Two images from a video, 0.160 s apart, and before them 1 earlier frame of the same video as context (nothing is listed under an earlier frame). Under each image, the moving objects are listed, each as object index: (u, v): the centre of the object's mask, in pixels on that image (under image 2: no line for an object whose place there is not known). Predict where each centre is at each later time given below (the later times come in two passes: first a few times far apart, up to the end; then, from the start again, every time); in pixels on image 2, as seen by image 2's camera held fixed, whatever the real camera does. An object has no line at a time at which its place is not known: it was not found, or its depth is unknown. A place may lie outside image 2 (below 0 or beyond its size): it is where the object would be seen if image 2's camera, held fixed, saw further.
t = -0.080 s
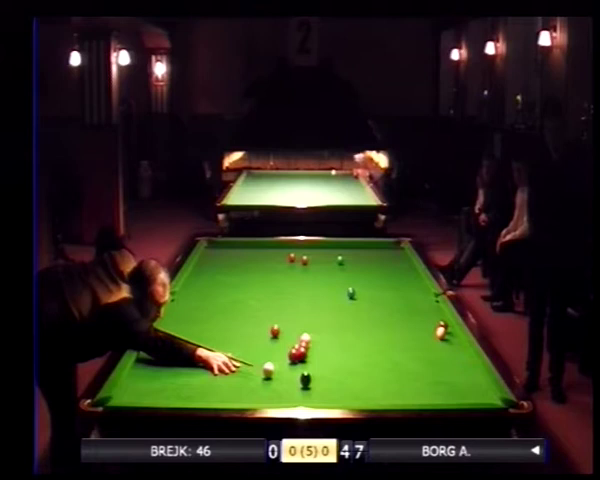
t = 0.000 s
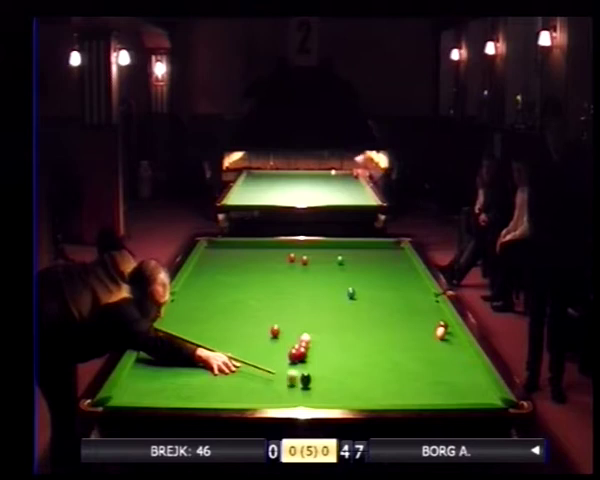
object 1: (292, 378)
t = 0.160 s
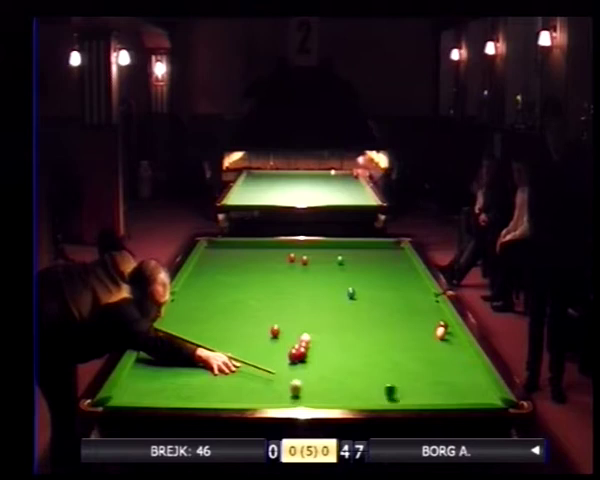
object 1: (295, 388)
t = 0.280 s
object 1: (296, 394)
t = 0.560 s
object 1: (293, 398)
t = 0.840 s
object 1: (282, 389)
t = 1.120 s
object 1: (273, 379)
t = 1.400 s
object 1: (265, 371)
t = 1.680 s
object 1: (258, 363)
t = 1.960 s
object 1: (251, 357)
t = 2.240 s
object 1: (245, 351)
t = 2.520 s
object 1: (240, 345)
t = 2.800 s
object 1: (235, 341)
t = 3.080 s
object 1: (231, 337)
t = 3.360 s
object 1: (227, 333)
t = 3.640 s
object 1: (224, 330)
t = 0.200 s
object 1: (296, 391)
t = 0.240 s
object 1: (296, 393)
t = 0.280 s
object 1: (296, 394)
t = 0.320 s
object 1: (296, 396)
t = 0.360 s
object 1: (296, 397)
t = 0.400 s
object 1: (297, 399)
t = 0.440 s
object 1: (297, 400)
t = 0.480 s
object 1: (296, 399)
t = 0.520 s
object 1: (294, 398)
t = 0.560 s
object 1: (293, 398)
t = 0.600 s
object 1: (291, 396)
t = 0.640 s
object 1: (290, 396)
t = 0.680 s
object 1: (288, 395)
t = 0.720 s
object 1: (286, 394)
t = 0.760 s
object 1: (285, 393)
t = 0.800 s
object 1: (284, 391)
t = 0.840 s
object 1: (282, 389)
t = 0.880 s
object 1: (281, 388)
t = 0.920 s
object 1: (279, 386)
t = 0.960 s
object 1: (278, 385)
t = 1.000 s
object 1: (277, 384)
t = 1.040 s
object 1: (275, 382)
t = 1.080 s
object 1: (274, 381)
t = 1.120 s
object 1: (273, 379)
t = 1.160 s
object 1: (272, 378)
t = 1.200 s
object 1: (271, 377)
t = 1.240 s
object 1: (270, 376)
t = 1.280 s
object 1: (268, 374)
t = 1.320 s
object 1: (267, 373)
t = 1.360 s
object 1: (266, 372)
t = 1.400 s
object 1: (265, 371)
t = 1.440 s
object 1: (264, 369)
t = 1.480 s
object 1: (263, 368)
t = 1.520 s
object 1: (262, 367)
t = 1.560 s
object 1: (261, 367)
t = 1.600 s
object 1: (260, 365)
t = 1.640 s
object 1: (258, 364)
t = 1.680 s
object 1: (258, 363)
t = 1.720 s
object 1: (257, 362)
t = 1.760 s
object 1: (256, 361)
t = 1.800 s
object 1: (254, 360)
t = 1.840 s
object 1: (254, 360)
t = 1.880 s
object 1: (253, 358)
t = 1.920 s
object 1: (252, 358)
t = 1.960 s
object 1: (251, 357)
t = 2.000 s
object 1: (250, 356)
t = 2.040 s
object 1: (249, 355)
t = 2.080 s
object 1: (248, 354)
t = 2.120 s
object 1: (248, 353)
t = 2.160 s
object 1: (247, 352)
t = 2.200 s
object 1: (246, 351)
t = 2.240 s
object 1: (245, 351)
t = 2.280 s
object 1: (244, 350)
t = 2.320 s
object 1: (244, 349)
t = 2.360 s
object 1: (243, 348)
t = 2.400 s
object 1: (242, 348)
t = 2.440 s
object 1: (241, 347)
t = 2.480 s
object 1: (240, 346)
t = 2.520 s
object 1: (240, 345)
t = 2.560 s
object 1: (239, 345)
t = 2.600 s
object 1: (238, 344)
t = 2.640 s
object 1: (238, 343)
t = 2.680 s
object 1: (237, 342)
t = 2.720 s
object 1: (236, 342)
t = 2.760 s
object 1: (236, 341)
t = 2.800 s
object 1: (235, 341)
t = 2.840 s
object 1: (234, 340)
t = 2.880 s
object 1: (234, 339)
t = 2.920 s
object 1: (233, 339)
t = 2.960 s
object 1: (233, 338)
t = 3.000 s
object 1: (232, 338)
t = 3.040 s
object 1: (231, 337)
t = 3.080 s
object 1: (231, 337)
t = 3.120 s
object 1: (230, 336)
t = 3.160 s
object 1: (229, 335)
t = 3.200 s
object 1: (229, 335)
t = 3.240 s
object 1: (228, 334)
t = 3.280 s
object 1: (228, 334)
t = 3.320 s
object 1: (227, 333)
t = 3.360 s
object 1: (227, 333)
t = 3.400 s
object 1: (226, 333)
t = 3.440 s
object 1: (226, 332)
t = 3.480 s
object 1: (226, 331)
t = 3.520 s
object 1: (225, 331)
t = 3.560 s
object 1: (225, 331)
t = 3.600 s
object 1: (224, 330)
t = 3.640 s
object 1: (224, 330)
